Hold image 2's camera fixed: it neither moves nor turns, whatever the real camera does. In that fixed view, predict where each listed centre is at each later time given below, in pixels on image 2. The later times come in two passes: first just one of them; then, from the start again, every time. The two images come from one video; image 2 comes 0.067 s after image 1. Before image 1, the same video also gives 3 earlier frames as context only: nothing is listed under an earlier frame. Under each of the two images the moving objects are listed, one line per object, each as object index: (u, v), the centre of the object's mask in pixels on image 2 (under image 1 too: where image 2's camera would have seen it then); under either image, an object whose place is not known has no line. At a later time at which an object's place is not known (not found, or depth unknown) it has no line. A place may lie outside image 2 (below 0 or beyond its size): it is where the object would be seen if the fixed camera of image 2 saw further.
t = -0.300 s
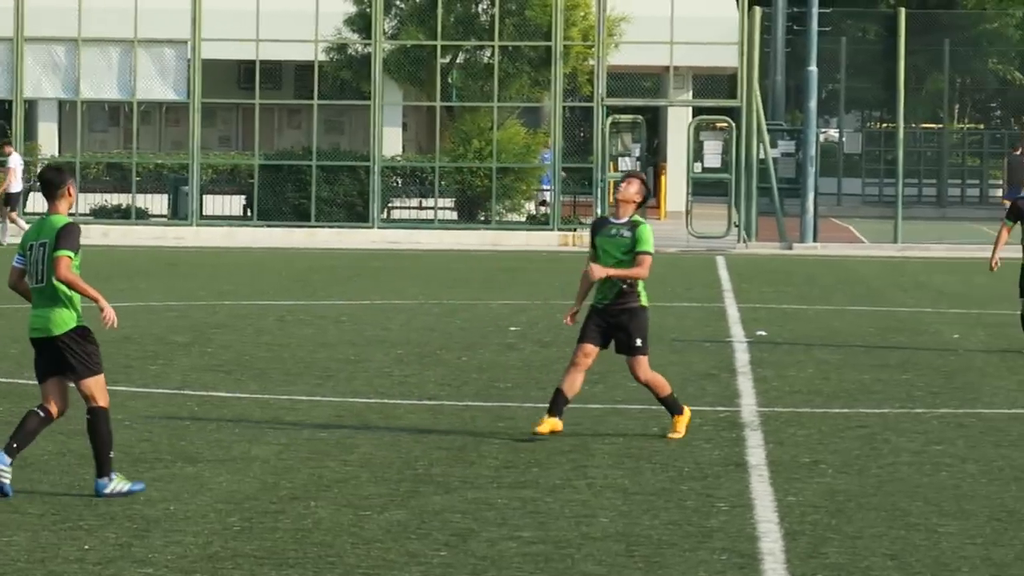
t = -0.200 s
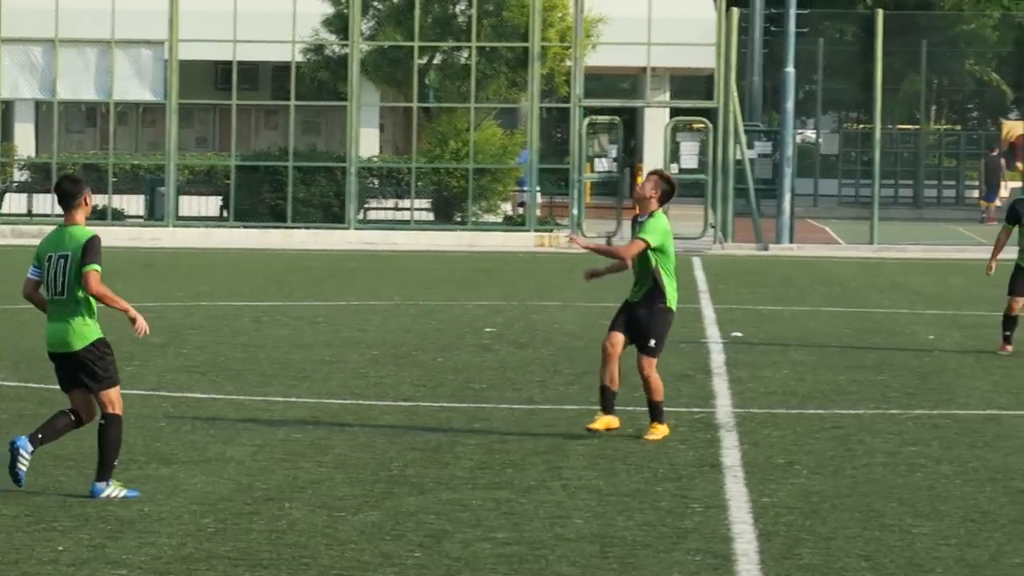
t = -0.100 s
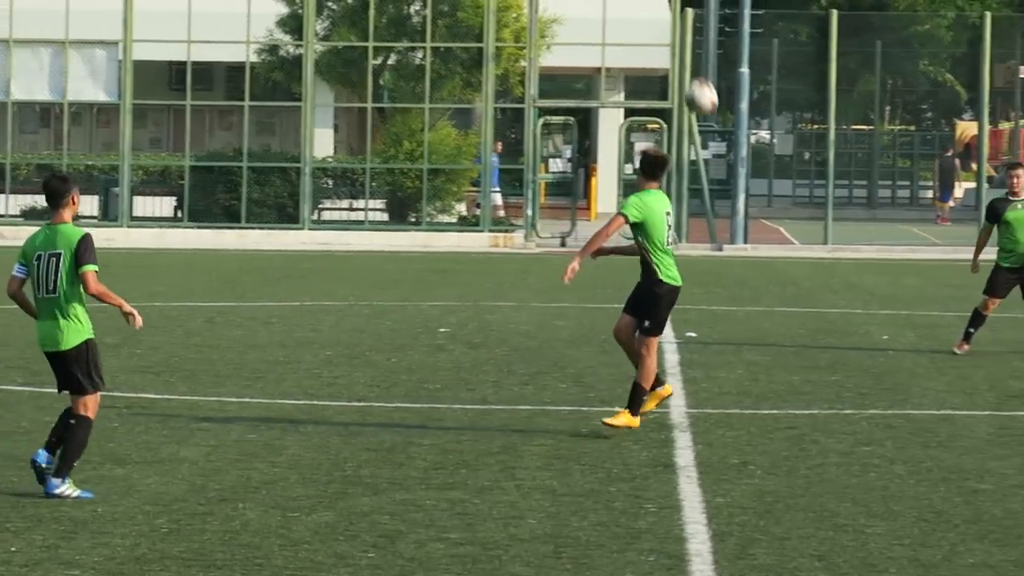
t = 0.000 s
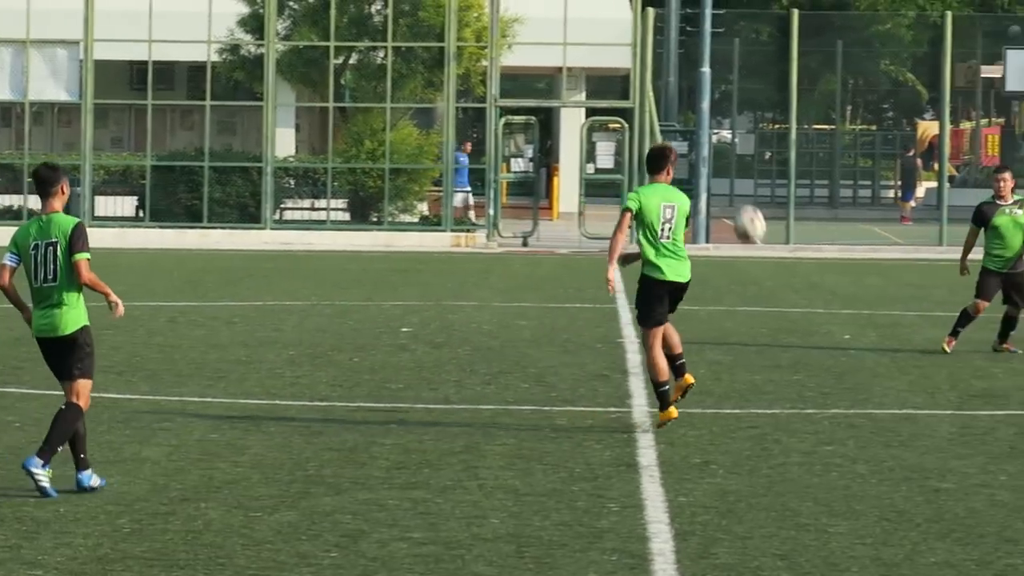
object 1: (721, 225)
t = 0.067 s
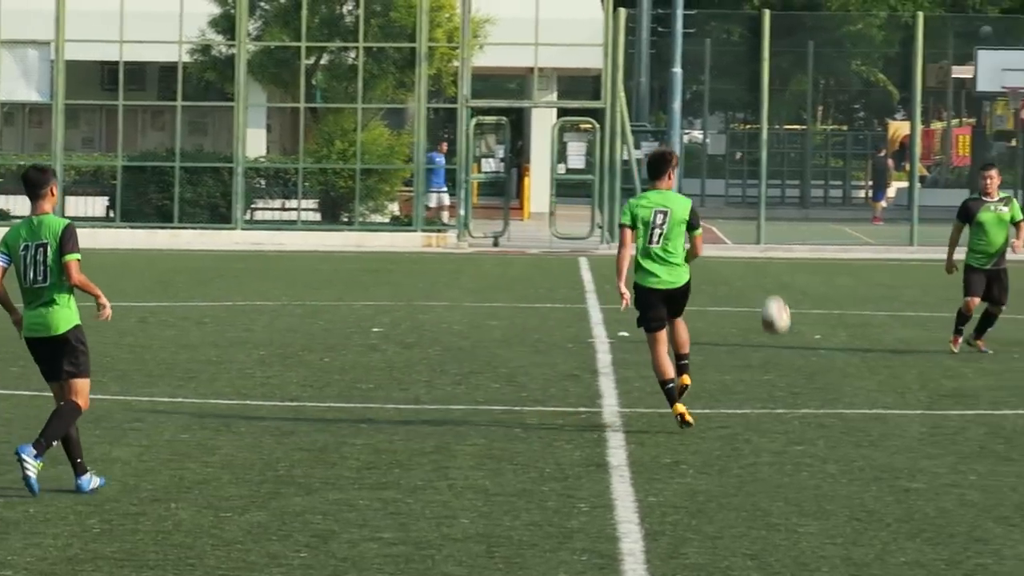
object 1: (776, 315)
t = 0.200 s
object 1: (848, 340)
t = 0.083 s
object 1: (790, 339)
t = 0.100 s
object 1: (803, 361)
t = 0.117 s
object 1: (815, 384)
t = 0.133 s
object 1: (826, 406)
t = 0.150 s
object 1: (831, 392)
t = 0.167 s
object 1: (837, 374)
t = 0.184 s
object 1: (843, 356)
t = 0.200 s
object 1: (848, 340)
